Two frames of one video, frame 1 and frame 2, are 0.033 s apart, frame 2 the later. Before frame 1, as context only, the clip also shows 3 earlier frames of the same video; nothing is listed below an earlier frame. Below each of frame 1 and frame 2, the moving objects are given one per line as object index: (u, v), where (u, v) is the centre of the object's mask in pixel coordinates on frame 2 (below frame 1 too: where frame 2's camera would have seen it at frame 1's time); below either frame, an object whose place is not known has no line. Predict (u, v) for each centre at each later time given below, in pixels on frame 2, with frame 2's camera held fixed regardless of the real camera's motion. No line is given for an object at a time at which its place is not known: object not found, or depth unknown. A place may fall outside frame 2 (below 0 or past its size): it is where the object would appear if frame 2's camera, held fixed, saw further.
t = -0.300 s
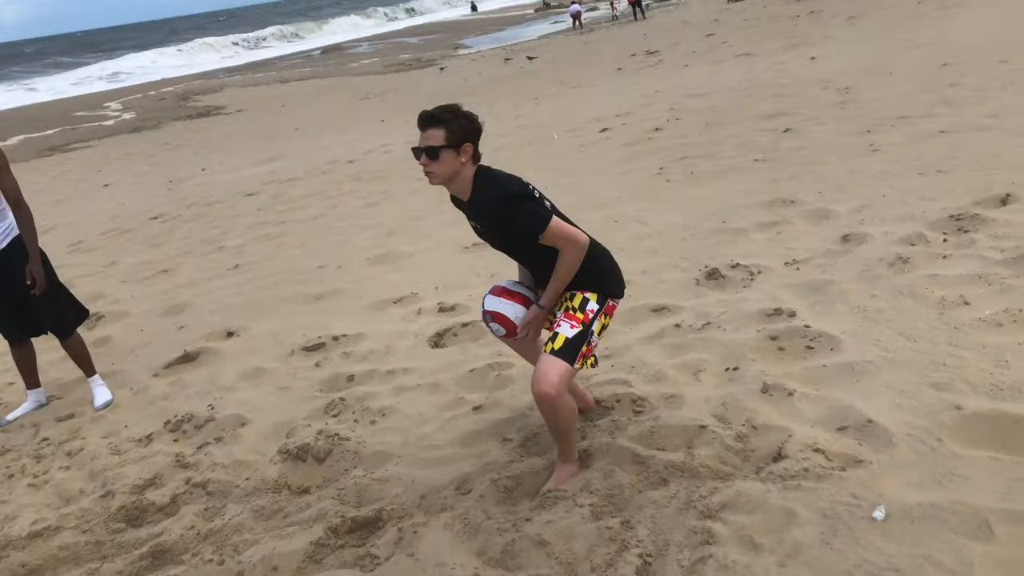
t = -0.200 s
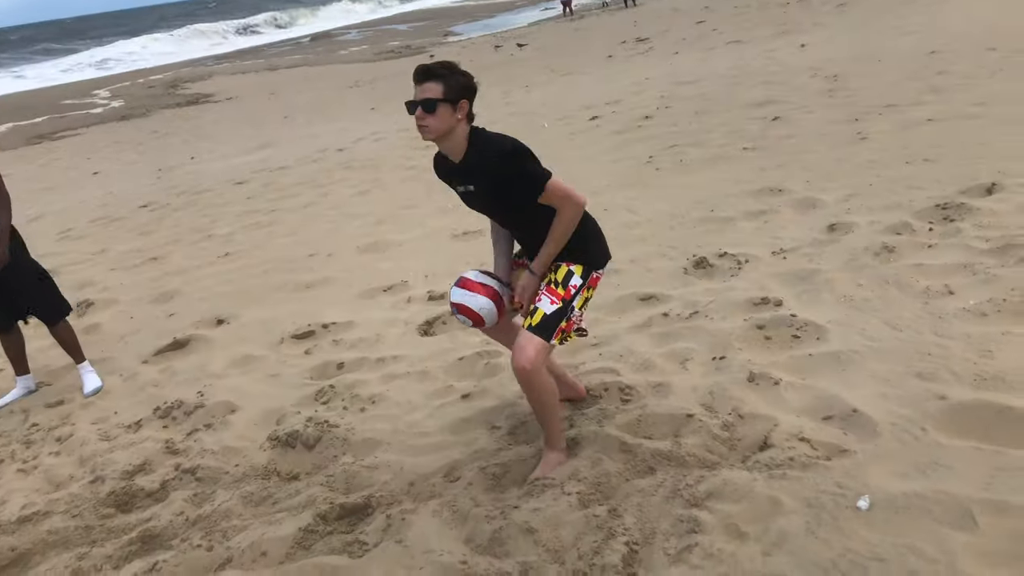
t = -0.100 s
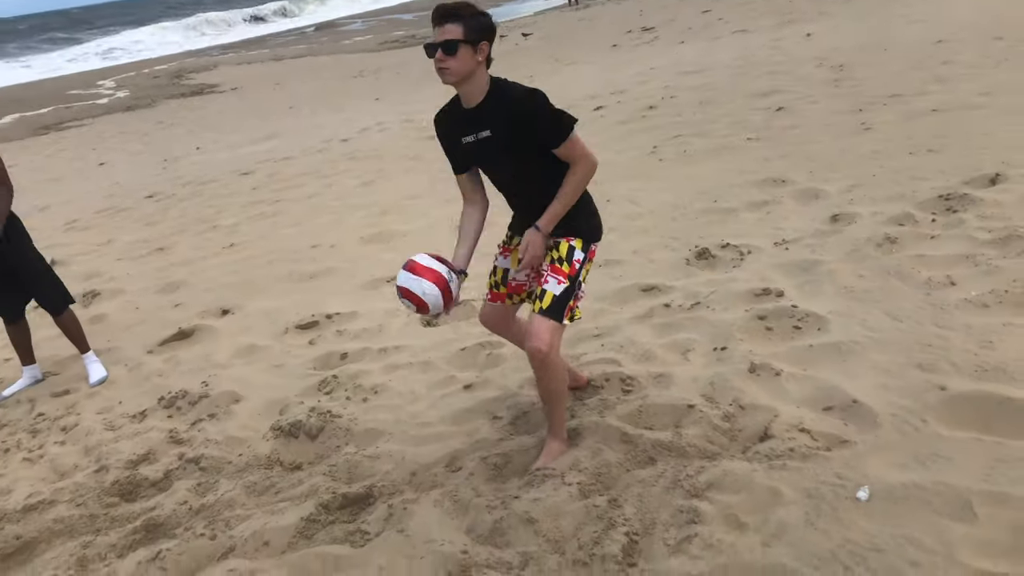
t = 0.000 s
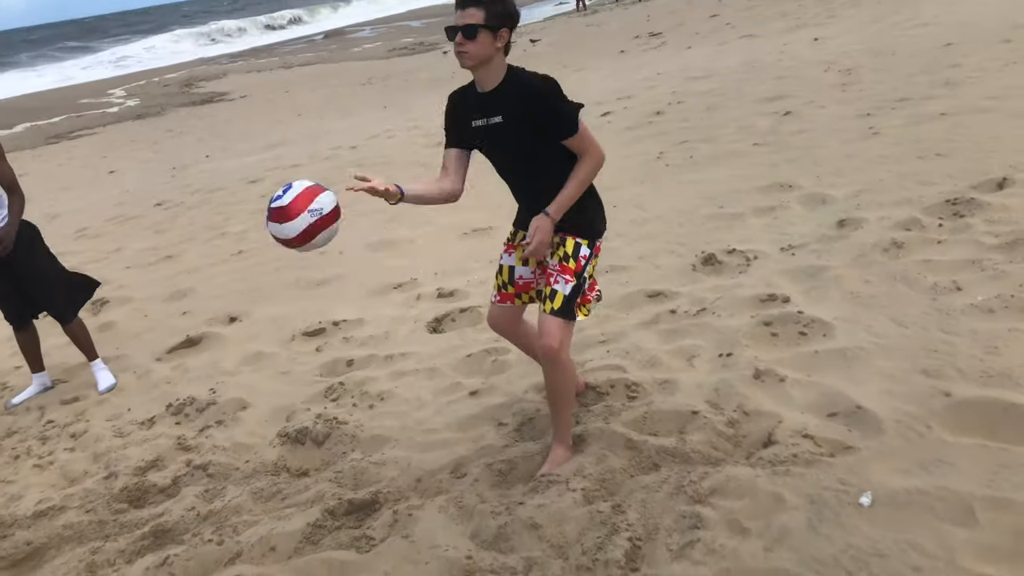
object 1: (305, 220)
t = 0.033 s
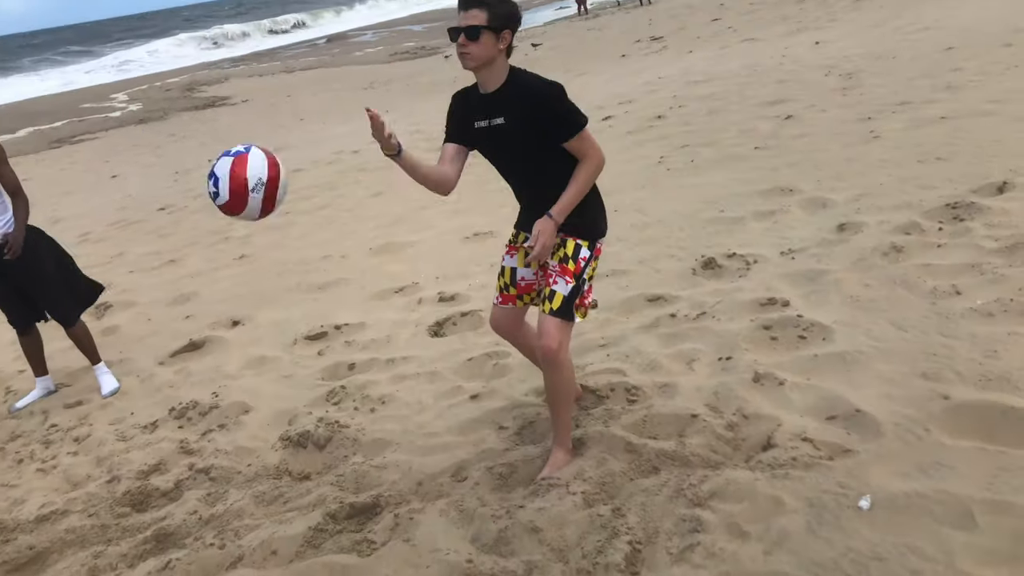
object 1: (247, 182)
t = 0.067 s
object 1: (186, 146)
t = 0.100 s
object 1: (116, 110)
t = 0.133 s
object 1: (38, 74)
